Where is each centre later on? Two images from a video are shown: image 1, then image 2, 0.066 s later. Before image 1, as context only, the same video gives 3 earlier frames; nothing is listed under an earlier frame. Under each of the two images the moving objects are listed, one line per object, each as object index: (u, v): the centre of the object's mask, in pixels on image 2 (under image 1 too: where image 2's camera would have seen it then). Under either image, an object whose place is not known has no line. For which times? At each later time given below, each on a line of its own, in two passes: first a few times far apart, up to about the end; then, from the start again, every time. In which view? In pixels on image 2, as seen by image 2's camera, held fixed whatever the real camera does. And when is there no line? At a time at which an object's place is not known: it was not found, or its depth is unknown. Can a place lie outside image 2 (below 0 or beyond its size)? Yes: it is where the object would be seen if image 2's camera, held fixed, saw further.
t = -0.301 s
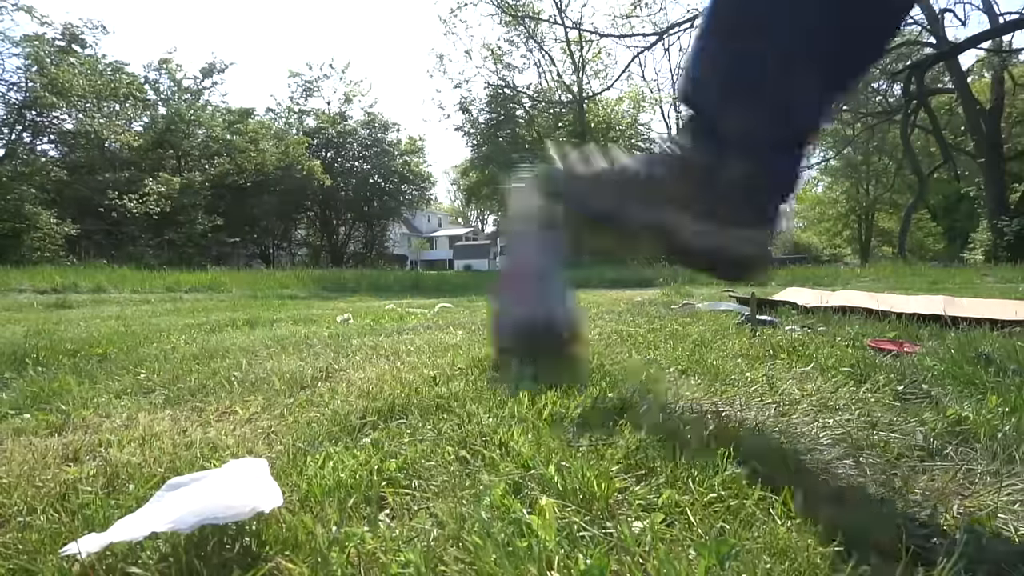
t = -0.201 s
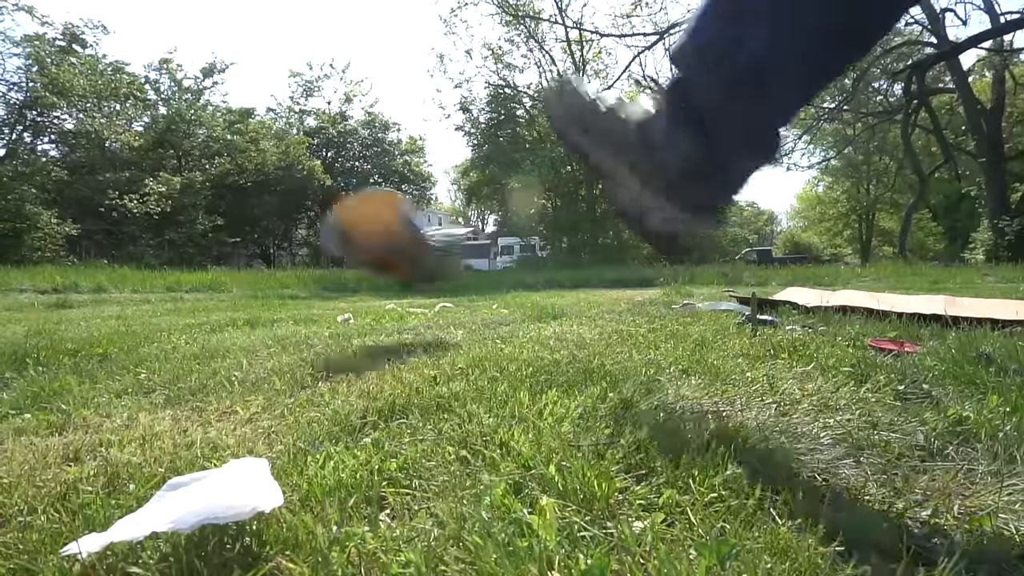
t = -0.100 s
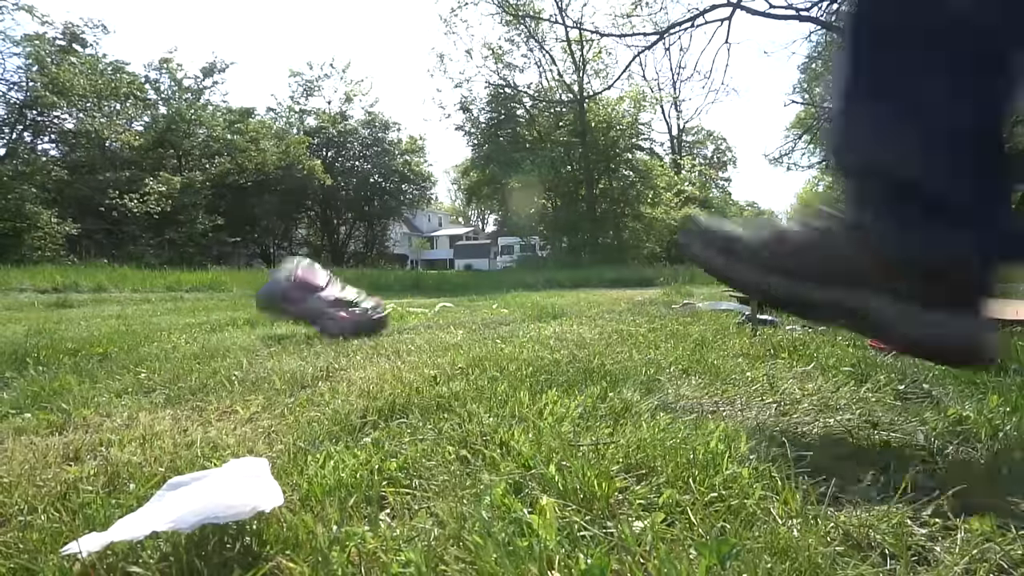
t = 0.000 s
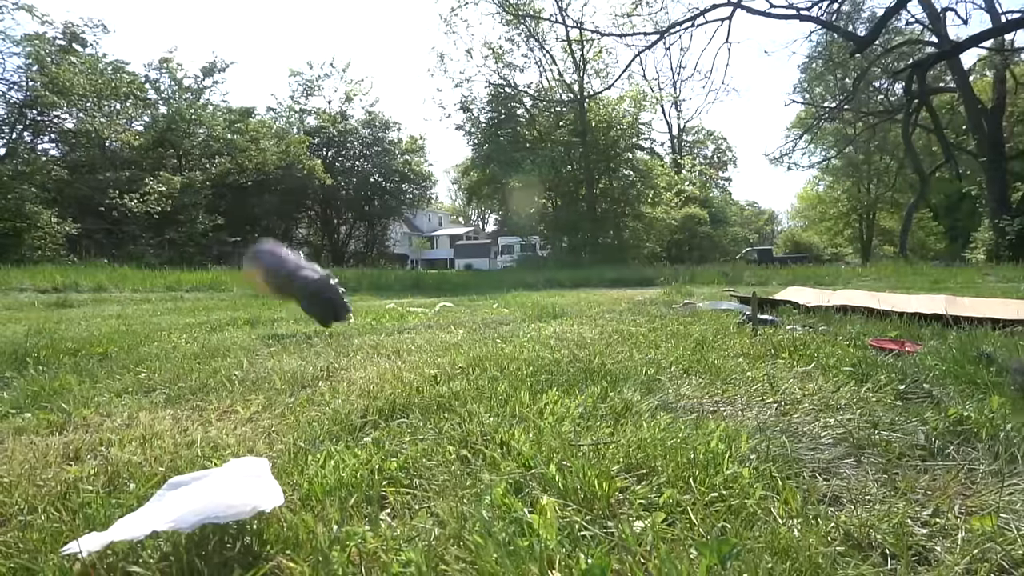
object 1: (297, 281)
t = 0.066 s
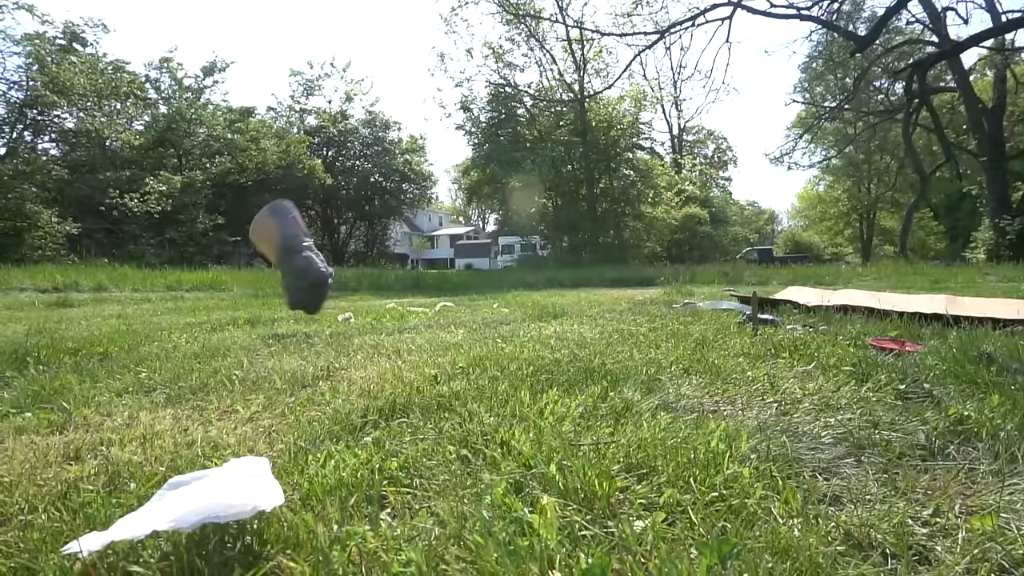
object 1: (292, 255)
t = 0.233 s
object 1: (291, 288)
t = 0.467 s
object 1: (312, 308)
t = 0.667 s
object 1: (313, 311)
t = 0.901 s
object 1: (311, 313)
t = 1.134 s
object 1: (312, 313)
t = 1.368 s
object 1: (313, 316)
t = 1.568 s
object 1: (313, 333)
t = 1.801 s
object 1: (325, 353)
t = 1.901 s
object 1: (336, 360)
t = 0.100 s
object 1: (292, 252)
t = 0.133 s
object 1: (292, 254)
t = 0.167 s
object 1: (292, 262)
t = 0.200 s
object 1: (290, 276)
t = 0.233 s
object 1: (291, 288)
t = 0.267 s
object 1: (293, 299)
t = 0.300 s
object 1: (294, 295)
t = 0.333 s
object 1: (296, 293)
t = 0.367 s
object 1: (299, 293)
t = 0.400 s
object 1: (303, 296)
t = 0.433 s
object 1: (308, 302)
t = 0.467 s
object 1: (312, 308)
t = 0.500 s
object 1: (313, 308)
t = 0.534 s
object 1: (315, 308)
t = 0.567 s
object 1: (315, 308)
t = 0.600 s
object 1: (315, 309)
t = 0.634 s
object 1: (314, 310)
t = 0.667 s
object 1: (313, 311)
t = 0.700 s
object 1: (312, 311)
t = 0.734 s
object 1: (312, 312)
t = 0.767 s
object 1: (311, 312)
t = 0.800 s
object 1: (311, 312)
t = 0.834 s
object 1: (311, 312)
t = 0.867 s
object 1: (311, 312)
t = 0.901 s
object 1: (311, 313)
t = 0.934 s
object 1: (312, 313)
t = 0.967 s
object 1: (311, 313)
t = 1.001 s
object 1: (311, 313)
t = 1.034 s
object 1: (311, 313)
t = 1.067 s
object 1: (312, 313)
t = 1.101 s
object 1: (312, 313)
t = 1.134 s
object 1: (312, 313)
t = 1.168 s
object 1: (312, 313)
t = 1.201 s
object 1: (312, 313)
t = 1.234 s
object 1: (312, 313)
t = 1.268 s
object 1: (312, 313)
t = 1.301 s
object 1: (312, 314)
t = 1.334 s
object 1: (312, 315)
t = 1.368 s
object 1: (313, 316)
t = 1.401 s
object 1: (313, 318)
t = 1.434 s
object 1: (312, 321)
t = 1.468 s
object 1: (313, 324)
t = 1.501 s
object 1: (313, 327)
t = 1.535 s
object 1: (313, 329)
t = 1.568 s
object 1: (313, 333)
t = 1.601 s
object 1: (314, 336)
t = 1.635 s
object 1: (315, 339)
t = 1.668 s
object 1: (316, 342)
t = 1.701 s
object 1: (318, 345)
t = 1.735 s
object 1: (320, 348)
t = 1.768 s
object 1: (322, 350)
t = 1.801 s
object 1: (325, 353)
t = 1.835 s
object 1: (328, 356)
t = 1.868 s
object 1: (332, 357)
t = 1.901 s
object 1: (336, 360)
